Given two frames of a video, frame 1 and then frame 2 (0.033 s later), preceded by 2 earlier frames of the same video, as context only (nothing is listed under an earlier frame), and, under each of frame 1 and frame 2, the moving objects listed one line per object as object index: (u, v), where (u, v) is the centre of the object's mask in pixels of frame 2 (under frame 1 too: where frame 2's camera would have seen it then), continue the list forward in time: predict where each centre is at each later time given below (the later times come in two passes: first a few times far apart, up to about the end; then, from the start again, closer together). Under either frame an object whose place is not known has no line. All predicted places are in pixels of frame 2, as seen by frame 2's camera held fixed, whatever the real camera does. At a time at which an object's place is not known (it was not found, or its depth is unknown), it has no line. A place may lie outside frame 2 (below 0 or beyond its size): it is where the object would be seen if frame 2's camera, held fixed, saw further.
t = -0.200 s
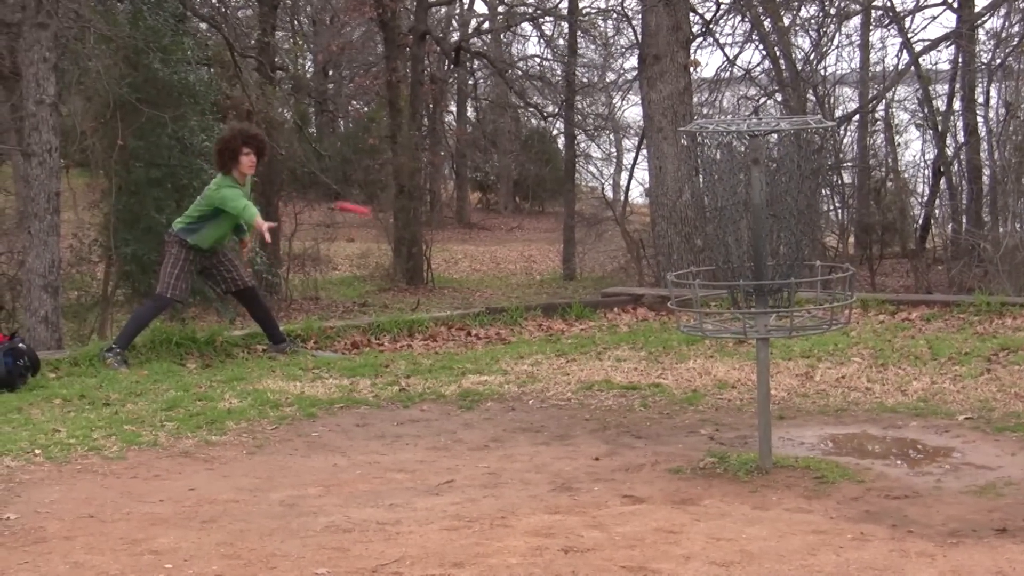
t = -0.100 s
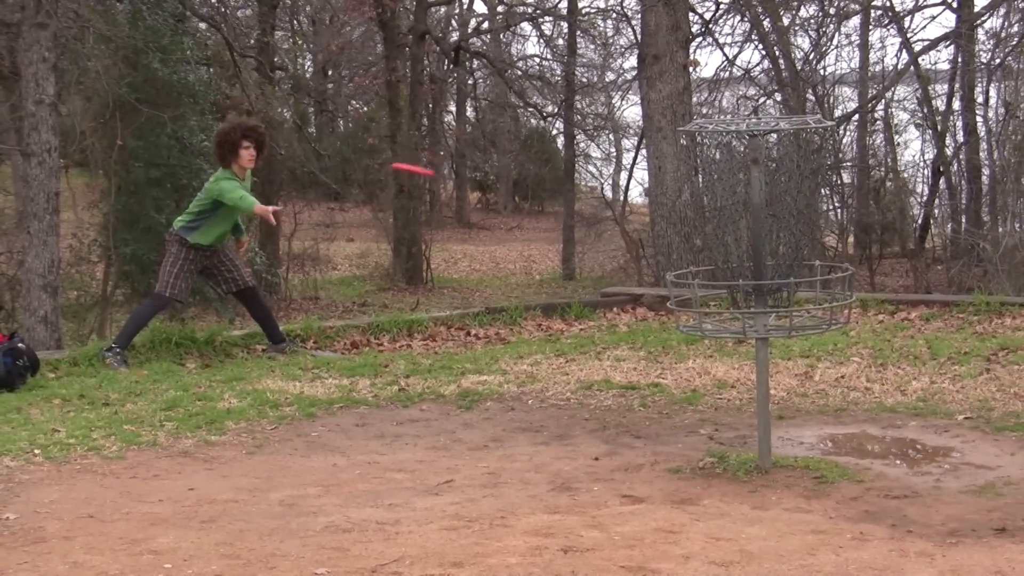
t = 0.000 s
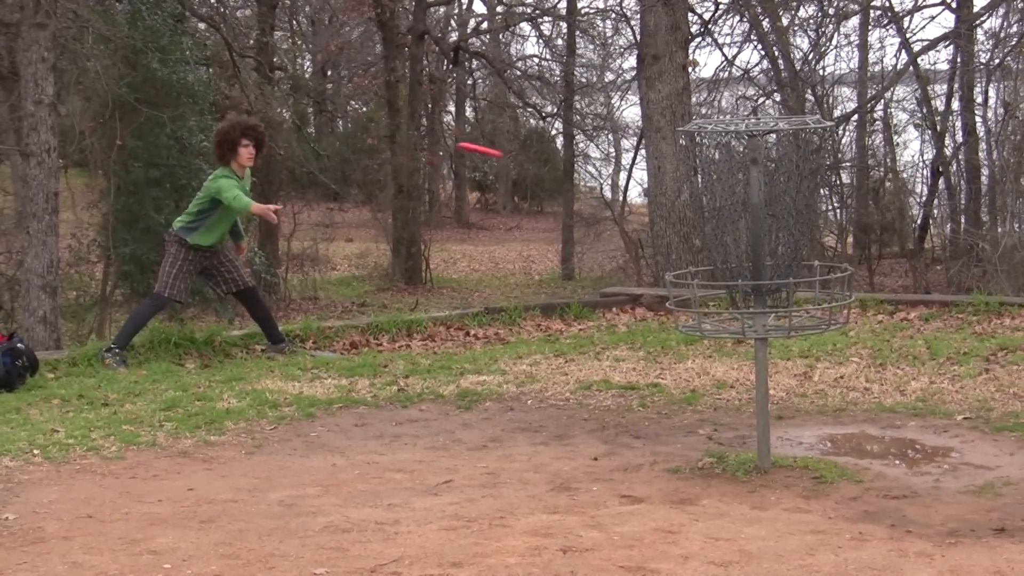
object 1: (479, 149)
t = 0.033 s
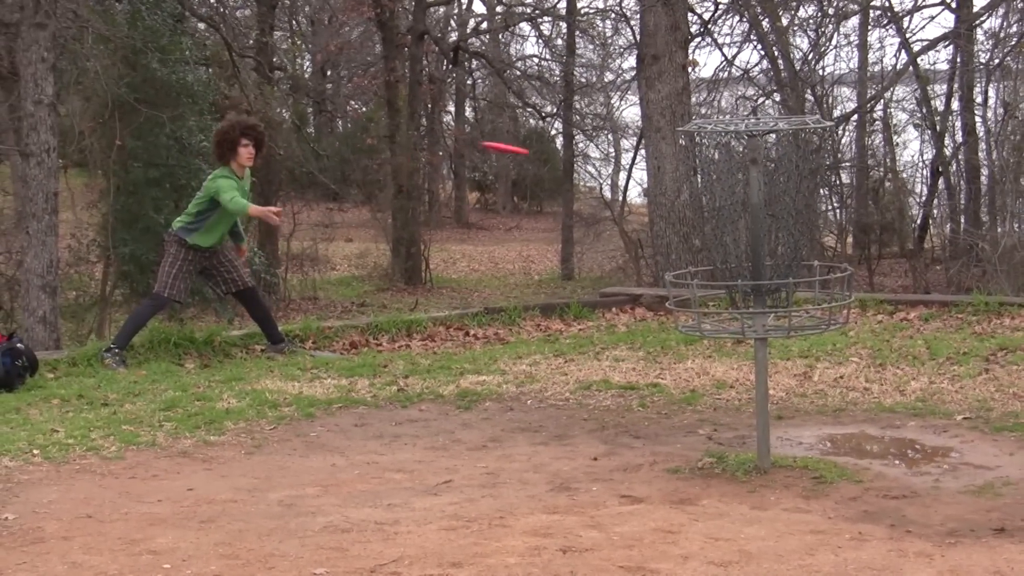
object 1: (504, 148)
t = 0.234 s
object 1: (684, 191)
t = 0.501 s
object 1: (730, 243)
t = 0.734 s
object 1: (725, 287)
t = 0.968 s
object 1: (738, 296)
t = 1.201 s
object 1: (736, 303)
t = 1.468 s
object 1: (734, 318)
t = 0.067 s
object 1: (531, 149)
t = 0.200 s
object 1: (655, 177)
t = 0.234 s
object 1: (684, 191)
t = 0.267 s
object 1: (704, 199)
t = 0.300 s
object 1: (716, 207)
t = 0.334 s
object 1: (724, 213)
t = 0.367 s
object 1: (727, 216)
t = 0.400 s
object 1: (729, 219)
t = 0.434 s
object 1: (731, 224)
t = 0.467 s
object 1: (733, 232)
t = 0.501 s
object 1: (730, 243)
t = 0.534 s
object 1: (729, 252)
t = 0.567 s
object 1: (728, 261)
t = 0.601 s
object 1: (723, 275)
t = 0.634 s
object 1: (720, 293)
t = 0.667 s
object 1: (717, 294)
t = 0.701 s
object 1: (718, 289)
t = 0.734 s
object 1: (725, 287)
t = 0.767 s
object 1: (731, 287)
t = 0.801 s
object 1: (733, 289)
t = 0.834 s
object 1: (736, 290)
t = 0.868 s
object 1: (736, 289)
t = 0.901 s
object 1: (737, 290)
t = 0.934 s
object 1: (737, 292)
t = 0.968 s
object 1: (738, 296)
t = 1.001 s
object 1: (738, 299)
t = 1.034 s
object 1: (737, 301)
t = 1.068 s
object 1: (737, 301)
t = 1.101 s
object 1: (736, 301)
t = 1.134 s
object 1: (736, 302)
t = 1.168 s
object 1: (736, 304)
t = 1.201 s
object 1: (736, 303)
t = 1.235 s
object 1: (736, 309)
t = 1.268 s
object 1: (734, 315)
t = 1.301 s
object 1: (735, 316)
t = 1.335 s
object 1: (735, 316)
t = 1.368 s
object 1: (735, 317)
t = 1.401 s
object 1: (735, 317)
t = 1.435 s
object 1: (734, 318)
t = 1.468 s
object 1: (734, 318)
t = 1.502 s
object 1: (734, 318)
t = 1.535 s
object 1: (735, 318)
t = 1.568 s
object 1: (735, 318)
